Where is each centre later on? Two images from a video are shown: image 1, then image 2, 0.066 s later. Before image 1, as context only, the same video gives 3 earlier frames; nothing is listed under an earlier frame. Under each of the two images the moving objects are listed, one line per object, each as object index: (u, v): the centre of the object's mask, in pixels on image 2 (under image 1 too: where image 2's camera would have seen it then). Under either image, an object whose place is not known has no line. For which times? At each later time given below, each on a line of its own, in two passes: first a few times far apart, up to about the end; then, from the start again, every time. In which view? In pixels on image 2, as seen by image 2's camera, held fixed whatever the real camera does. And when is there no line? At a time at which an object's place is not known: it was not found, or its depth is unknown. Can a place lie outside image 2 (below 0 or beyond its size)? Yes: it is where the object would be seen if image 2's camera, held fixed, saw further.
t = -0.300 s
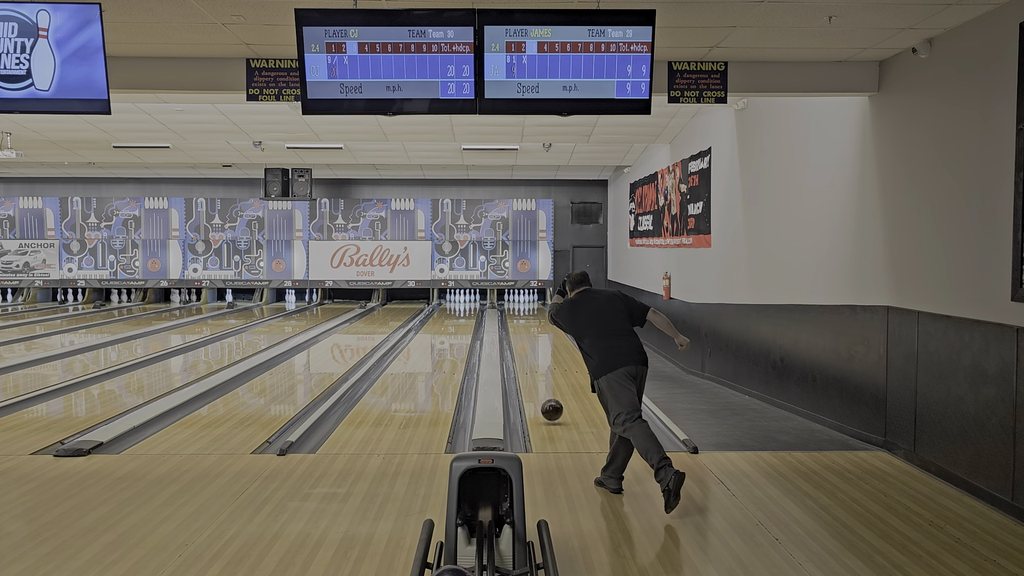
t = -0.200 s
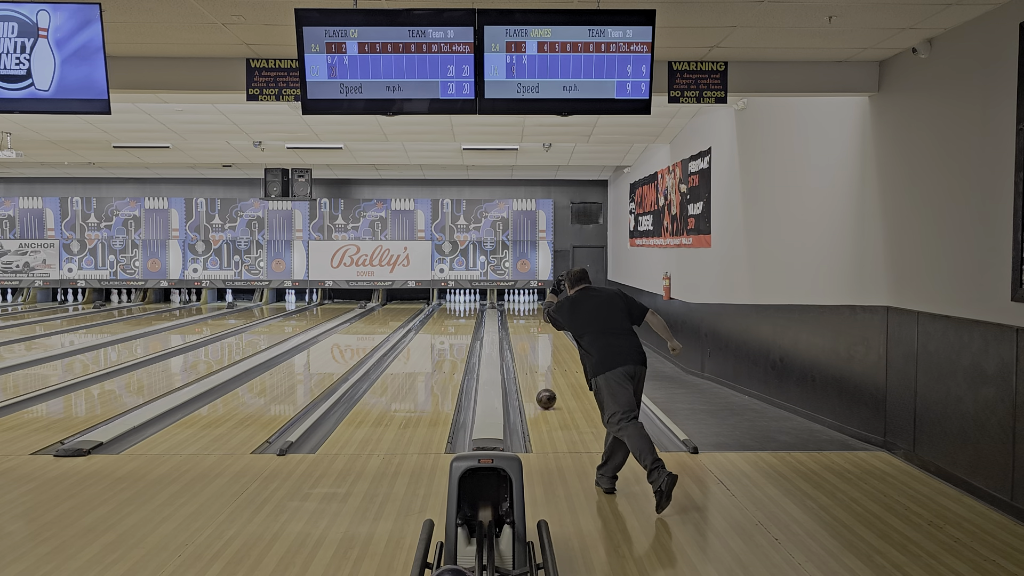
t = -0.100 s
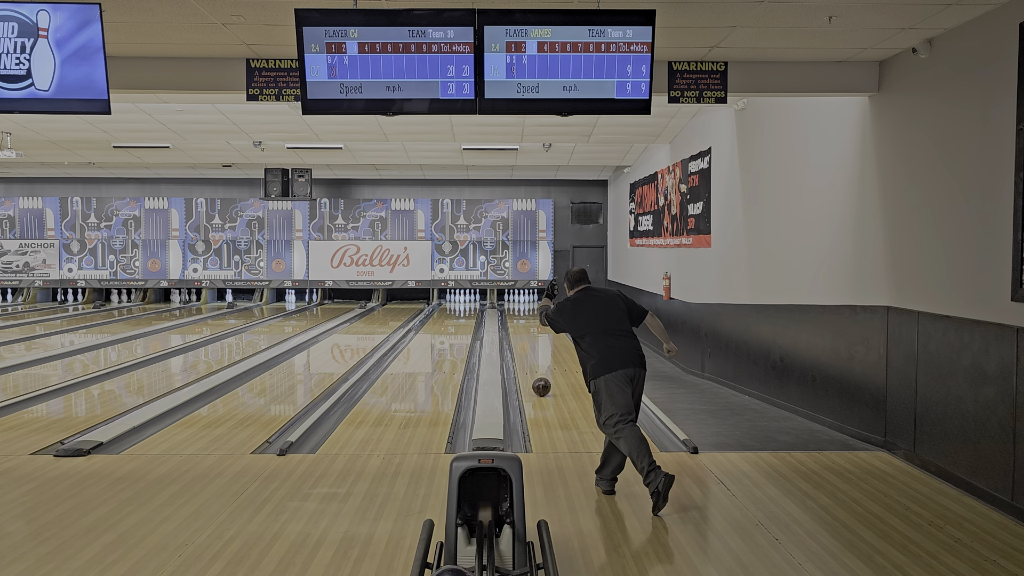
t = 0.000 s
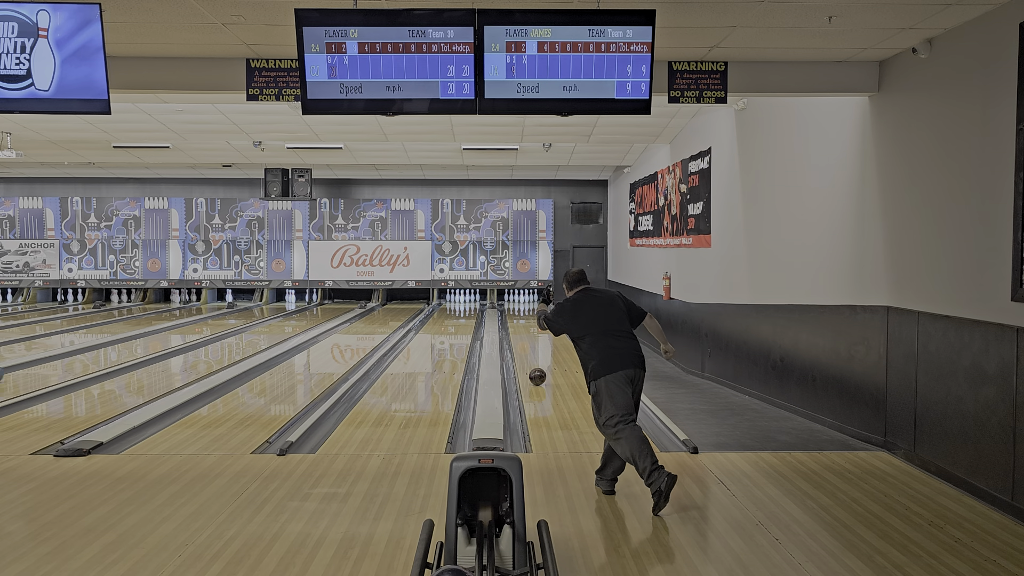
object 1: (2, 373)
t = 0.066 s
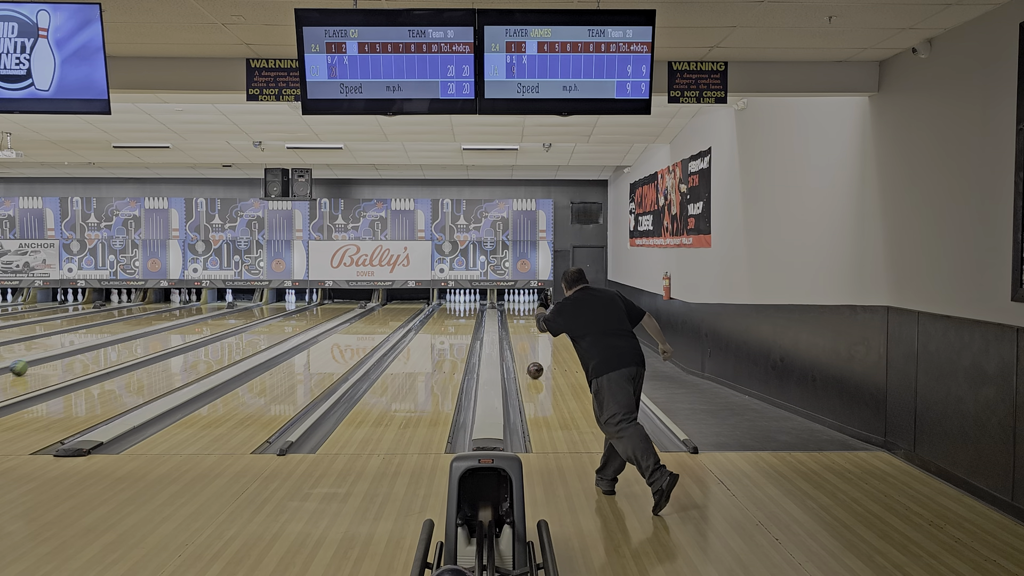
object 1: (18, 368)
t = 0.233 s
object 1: (70, 355)
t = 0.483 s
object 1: (130, 340)
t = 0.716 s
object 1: (173, 330)
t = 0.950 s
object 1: (207, 321)
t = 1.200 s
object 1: (236, 314)
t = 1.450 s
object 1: (259, 308)
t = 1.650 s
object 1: (273, 304)
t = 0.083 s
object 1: (24, 366)
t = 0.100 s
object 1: (30, 365)
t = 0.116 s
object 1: (36, 364)
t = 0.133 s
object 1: (41, 362)
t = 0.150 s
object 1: (46, 361)
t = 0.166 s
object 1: (51, 360)
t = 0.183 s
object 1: (56, 359)
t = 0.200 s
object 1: (61, 358)
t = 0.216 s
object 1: (66, 356)
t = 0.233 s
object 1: (70, 355)
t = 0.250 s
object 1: (75, 354)
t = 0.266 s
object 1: (80, 353)
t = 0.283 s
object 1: (84, 352)
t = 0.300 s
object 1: (88, 351)
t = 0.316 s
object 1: (93, 350)
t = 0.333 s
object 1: (97, 349)
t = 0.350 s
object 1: (101, 348)
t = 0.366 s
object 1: (105, 347)
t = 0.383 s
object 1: (109, 346)
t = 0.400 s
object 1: (113, 345)
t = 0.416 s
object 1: (116, 344)
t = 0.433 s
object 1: (120, 343)
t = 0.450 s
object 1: (123, 343)
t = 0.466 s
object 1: (127, 341)
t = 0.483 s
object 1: (130, 340)
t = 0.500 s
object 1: (134, 339)
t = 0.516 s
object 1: (137, 339)
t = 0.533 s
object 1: (140, 338)
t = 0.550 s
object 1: (143, 337)
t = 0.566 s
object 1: (147, 336)
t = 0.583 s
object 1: (150, 335)
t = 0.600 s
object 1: (153, 334)
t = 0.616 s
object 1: (156, 334)
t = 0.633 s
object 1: (159, 333)
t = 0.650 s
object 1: (162, 332)
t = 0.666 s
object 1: (165, 331)
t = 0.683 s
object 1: (168, 331)
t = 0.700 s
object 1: (170, 330)
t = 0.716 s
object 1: (173, 330)
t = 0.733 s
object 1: (175, 329)
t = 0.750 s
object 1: (178, 328)
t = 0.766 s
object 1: (181, 328)
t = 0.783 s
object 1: (183, 327)
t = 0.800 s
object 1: (186, 327)
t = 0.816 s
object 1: (188, 326)
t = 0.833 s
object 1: (191, 325)
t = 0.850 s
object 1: (193, 325)
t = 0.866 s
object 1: (195, 324)
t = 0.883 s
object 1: (198, 324)
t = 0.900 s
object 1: (200, 323)
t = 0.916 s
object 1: (202, 322)
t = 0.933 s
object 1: (204, 322)
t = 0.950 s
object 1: (207, 321)
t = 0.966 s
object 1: (209, 321)
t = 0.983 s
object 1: (211, 320)
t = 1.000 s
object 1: (213, 320)
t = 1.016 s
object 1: (215, 319)
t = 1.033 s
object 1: (217, 319)
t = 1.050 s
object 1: (219, 318)
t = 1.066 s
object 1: (221, 317)
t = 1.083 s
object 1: (223, 317)
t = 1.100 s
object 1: (225, 316)
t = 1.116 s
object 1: (226, 316)
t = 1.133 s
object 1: (228, 315)
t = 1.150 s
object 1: (230, 315)
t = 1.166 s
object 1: (232, 315)
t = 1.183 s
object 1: (234, 314)
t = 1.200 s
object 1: (236, 314)
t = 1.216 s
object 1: (237, 313)
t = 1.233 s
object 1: (239, 313)
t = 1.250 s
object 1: (241, 312)
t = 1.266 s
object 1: (242, 312)
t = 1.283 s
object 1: (244, 312)
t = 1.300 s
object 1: (245, 311)
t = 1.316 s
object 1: (247, 311)
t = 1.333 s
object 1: (248, 310)
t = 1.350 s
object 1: (250, 310)
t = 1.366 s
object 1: (251, 310)
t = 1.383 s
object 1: (253, 309)
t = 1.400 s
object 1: (254, 309)
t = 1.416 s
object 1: (255, 309)
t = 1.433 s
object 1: (257, 309)
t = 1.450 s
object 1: (259, 308)
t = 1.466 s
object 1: (260, 307)
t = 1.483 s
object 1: (261, 307)
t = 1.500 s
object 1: (263, 307)
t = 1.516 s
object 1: (264, 307)
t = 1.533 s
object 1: (265, 306)
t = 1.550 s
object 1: (266, 306)
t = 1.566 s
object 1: (268, 305)
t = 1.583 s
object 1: (269, 305)
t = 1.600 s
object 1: (270, 305)
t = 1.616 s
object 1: (271, 304)
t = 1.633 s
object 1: (272, 304)
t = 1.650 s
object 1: (273, 304)
